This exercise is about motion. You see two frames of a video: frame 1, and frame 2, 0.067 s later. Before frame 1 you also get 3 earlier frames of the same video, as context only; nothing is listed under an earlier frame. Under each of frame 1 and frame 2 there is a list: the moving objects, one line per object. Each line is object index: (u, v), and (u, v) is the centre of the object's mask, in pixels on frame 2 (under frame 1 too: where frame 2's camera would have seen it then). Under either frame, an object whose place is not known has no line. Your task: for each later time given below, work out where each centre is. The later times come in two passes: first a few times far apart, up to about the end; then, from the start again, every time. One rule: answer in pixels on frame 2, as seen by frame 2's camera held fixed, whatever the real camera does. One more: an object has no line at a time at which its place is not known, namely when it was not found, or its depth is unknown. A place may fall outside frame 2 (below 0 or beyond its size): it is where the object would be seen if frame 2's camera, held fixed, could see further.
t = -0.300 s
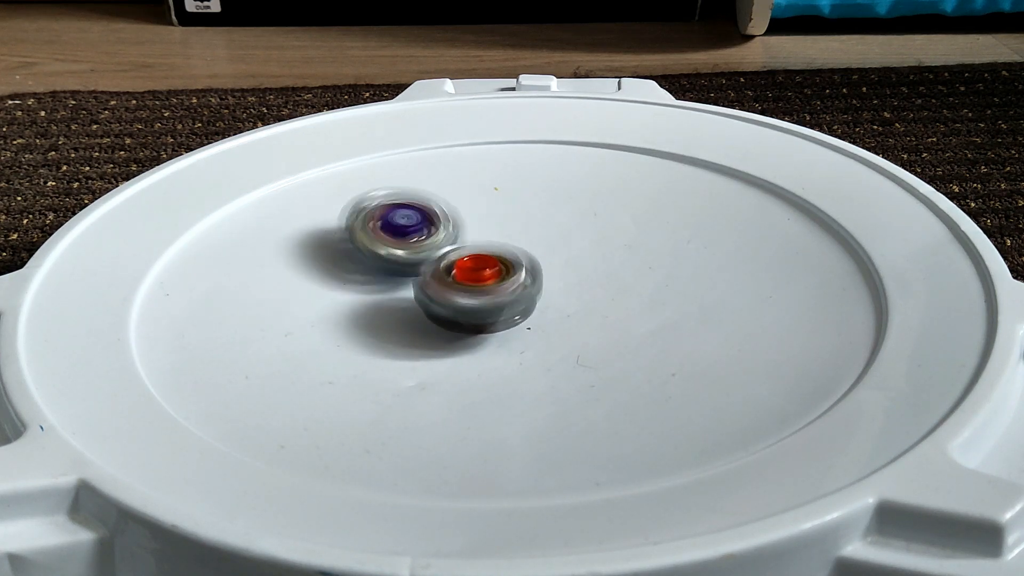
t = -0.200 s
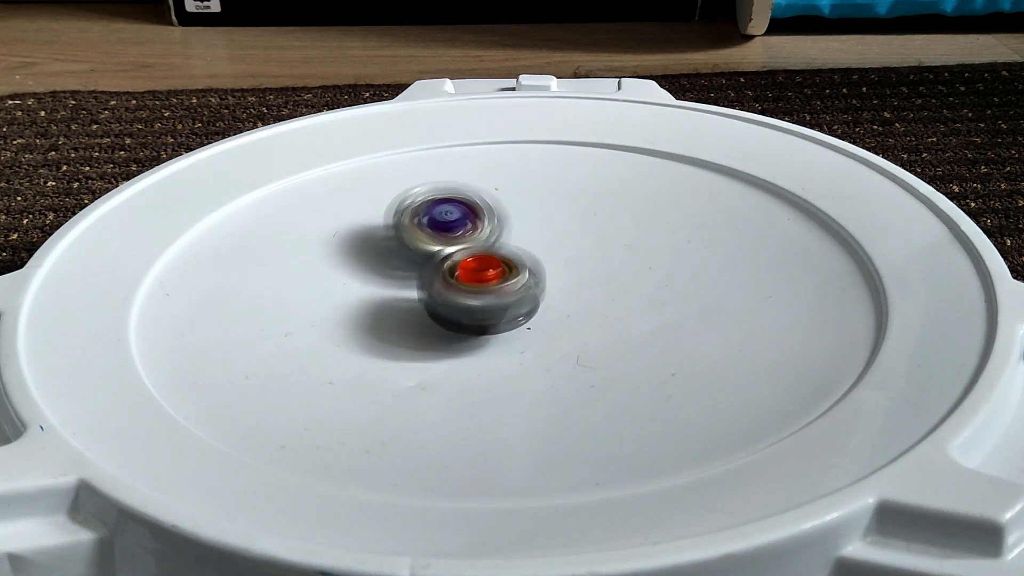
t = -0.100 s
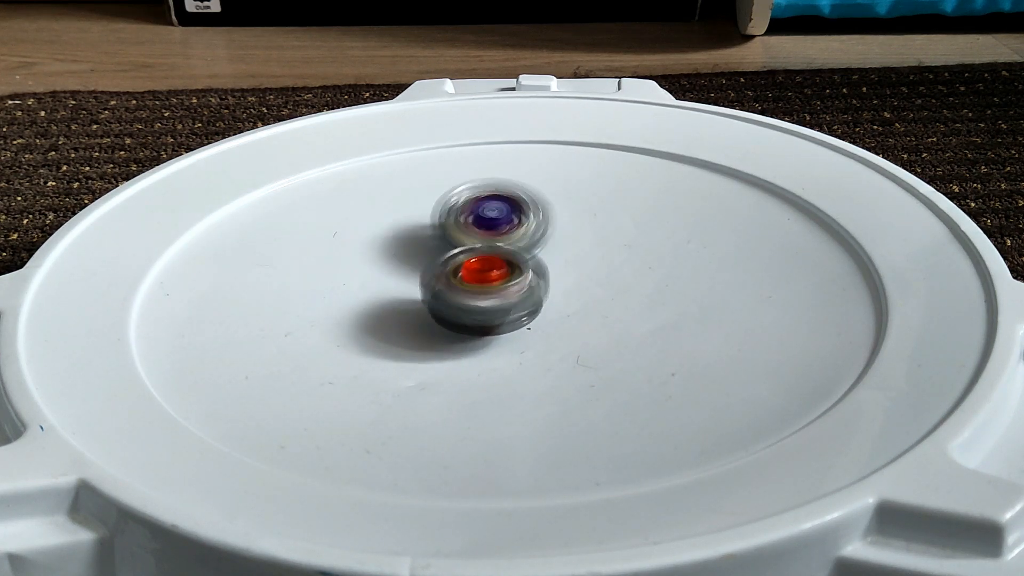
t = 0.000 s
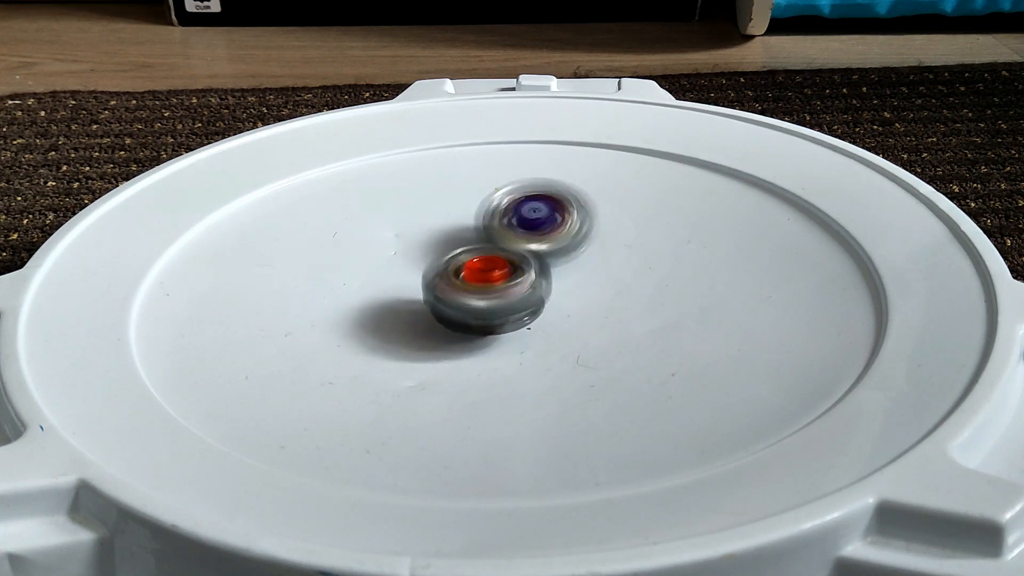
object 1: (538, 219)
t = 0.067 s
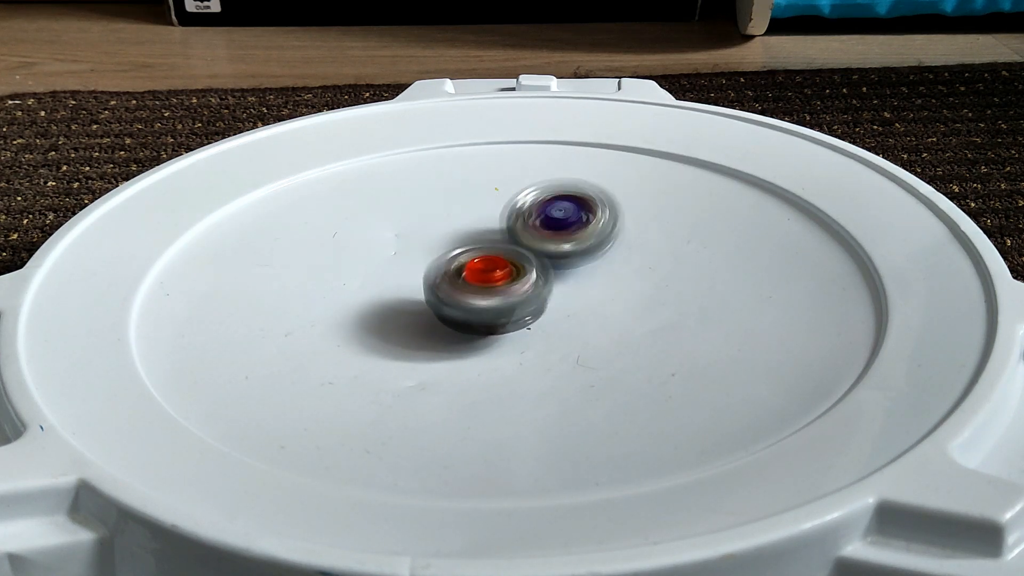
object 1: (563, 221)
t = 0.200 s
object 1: (609, 228)
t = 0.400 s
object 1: (661, 249)
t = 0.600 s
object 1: (678, 283)
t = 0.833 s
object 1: (648, 320)
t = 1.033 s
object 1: (566, 343)
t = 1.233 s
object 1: (496, 367)
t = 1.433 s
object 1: (416, 363)
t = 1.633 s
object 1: (362, 335)
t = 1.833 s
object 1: (342, 296)
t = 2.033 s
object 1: (366, 262)
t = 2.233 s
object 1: (414, 235)
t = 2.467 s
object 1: (495, 224)
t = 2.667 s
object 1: (565, 232)
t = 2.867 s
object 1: (617, 249)
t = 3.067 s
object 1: (661, 270)
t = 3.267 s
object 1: (660, 299)
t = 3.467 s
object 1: (608, 322)
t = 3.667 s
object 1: (575, 344)
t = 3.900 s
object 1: (492, 343)
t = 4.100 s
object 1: (415, 322)
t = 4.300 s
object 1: (345, 306)
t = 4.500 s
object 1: (333, 285)
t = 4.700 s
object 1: (330, 256)
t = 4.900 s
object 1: (391, 249)
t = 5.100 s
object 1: (471, 244)
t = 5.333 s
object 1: (590, 257)
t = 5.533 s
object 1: (649, 275)
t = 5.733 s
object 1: (671, 300)
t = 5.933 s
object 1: (667, 323)
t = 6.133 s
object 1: (599, 333)
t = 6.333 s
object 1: (494, 345)
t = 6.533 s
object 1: (418, 322)
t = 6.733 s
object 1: (396, 281)
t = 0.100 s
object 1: (575, 224)
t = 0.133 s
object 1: (587, 225)
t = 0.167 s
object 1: (598, 227)
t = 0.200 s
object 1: (609, 228)
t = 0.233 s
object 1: (620, 230)
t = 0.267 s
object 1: (630, 234)
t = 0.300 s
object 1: (638, 237)
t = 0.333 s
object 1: (647, 240)
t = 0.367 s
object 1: (654, 244)
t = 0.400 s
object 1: (661, 249)
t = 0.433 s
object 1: (668, 254)
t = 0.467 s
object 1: (672, 259)
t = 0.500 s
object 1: (675, 265)
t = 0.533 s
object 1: (677, 271)
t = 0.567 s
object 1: (678, 277)
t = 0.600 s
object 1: (678, 283)
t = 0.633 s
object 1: (679, 288)
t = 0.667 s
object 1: (677, 294)
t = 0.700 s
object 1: (674, 300)
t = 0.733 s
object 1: (670, 306)
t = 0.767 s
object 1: (665, 311)
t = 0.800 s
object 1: (657, 316)
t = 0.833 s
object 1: (648, 320)
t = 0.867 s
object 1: (637, 326)
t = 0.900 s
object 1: (626, 330)
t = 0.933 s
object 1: (613, 334)
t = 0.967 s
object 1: (598, 337)
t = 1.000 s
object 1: (584, 339)
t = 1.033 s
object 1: (566, 343)
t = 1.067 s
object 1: (549, 346)
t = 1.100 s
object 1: (543, 355)
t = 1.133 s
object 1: (535, 359)
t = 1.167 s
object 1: (523, 362)
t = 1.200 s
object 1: (509, 365)
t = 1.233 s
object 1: (496, 367)
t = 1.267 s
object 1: (480, 369)
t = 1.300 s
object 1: (468, 369)
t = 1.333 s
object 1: (454, 368)
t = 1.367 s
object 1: (443, 367)
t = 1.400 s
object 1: (427, 365)
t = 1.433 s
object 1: (416, 363)
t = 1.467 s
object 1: (402, 360)
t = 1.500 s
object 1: (394, 355)
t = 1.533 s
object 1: (384, 351)
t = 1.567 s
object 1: (377, 346)
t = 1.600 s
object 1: (368, 341)
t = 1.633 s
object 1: (362, 335)
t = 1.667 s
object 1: (353, 329)
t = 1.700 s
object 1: (348, 322)
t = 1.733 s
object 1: (345, 316)
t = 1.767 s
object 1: (344, 310)
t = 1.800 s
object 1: (342, 303)
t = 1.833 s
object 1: (342, 296)
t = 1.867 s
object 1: (345, 290)
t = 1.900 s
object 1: (347, 284)
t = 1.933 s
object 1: (352, 278)
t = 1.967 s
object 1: (354, 273)
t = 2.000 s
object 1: (361, 268)
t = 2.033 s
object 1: (366, 262)
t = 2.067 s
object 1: (372, 258)
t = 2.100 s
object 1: (378, 253)
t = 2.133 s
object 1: (388, 248)
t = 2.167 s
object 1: (397, 244)
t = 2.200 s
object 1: (406, 239)
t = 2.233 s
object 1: (414, 235)
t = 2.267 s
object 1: (425, 232)
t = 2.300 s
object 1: (437, 228)
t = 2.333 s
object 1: (448, 225)
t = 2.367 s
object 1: (460, 225)
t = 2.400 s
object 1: (472, 224)
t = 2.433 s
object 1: (484, 223)
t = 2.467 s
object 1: (495, 224)
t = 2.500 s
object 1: (507, 223)
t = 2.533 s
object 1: (519, 226)
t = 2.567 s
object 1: (531, 227)
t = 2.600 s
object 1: (542, 228)
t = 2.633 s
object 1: (553, 230)
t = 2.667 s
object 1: (565, 232)
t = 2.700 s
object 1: (574, 235)
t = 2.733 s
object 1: (584, 236)
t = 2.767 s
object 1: (593, 240)
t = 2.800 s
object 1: (601, 243)
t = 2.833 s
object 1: (610, 246)
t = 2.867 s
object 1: (617, 249)
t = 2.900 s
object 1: (630, 252)
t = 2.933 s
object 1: (637, 254)
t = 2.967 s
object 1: (646, 258)
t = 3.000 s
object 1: (652, 262)
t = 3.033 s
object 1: (657, 265)
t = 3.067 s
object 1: (661, 270)
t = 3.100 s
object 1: (664, 275)
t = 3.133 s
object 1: (666, 280)
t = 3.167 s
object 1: (666, 285)
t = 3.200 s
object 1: (665, 290)
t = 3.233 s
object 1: (664, 294)
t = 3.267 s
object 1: (660, 299)
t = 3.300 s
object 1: (656, 303)
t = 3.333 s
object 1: (649, 308)
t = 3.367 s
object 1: (640, 312)
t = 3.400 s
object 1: (631, 315)
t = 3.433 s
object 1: (618, 319)
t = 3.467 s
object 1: (608, 322)
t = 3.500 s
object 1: (600, 326)
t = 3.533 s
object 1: (603, 331)
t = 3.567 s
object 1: (600, 334)
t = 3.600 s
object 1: (592, 338)
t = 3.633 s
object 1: (585, 341)
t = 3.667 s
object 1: (575, 344)
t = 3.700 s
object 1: (564, 345)
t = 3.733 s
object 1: (554, 347)
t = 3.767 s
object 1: (544, 347)
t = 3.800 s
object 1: (529, 347)
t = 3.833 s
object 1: (517, 345)
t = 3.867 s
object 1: (506, 344)
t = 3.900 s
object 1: (492, 343)
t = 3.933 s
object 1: (480, 340)
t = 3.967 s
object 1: (467, 338)
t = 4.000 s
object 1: (456, 335)
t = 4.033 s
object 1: (442, 331)
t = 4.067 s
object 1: (430, 325)
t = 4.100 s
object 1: (415, 322)
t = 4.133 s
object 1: (401, 320)
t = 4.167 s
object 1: (384, 318)
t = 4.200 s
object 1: (372, 316)
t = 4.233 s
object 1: (362, 312)
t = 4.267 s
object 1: (352, 309)
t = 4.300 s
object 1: (345, 306)
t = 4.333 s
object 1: (340, 302)
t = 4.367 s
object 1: (335, 299)
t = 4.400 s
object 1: (330, 296)
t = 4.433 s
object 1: (329, 291)
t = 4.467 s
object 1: (328, 288)
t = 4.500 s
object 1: (333, 285)
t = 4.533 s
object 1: (337, 282)
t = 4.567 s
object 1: (343, 279)
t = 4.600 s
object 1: (340, 270)
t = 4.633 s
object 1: (326, 263)
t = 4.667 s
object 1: (325, 259)
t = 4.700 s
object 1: (330, 256)
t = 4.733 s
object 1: (336, 252)
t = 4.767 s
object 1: (346, 250)
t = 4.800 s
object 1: (355, 249)
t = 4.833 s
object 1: (368, 250)
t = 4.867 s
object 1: (377, 250)
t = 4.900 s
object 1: (391, 249)
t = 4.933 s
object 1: (403, 248)
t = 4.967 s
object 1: (419, 248)
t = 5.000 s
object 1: (434, 249)
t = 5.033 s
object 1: (444, 250)
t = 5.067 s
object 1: (458, 249)
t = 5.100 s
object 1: (471, 244)
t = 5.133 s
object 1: (490, 243)
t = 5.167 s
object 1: (506, 242)
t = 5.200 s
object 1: (528, 243)
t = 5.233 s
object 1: (547, 248)
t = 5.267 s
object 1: (562, 251)
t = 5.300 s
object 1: (578, 253)
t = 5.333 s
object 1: (590, 257)
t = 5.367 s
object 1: (601, 260)
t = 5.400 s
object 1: (614, 262)
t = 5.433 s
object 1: (624, 265)
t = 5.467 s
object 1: (633, 268)
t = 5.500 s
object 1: (640, 272)
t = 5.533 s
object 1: (649, 275)
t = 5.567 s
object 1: (653, 278)
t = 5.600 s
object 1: (658, 284)
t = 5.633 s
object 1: (660, 288)
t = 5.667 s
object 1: (660, 293)
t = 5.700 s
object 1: (661, 296)
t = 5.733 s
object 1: (671, 300)
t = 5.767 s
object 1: (680, 304)
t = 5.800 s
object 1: (683, 308)
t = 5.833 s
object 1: (682, 313)
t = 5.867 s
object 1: (679, 317)
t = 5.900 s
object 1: (673, 320)
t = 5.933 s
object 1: (667, 323)
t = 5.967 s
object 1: (658, 326)
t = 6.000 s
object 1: (646, 328)
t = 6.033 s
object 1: (636, 329)
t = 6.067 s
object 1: (621, 330)
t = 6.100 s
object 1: (611, 331)
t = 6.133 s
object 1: (599, 333)
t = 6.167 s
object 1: (583, 334)
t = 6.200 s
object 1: (567, 333)
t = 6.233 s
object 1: (554, 332)
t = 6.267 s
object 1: (532, 336)
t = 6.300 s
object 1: (512, 345)
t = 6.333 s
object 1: (494, 345)
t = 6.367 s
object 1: (478, 344)
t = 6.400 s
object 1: (461, 341)
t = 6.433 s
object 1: (451, 339)
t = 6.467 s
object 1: (436, 334)
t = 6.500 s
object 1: (427, 330)
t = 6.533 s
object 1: (418, 322)
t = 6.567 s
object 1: (410, 318)
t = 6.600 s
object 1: (405, 310)
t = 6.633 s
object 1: (398, 303)
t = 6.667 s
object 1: (397, 295)
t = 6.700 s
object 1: (394, 288)
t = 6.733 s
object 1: (396, 281)
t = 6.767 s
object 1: (392, 277)
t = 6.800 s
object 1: (385, 276)
